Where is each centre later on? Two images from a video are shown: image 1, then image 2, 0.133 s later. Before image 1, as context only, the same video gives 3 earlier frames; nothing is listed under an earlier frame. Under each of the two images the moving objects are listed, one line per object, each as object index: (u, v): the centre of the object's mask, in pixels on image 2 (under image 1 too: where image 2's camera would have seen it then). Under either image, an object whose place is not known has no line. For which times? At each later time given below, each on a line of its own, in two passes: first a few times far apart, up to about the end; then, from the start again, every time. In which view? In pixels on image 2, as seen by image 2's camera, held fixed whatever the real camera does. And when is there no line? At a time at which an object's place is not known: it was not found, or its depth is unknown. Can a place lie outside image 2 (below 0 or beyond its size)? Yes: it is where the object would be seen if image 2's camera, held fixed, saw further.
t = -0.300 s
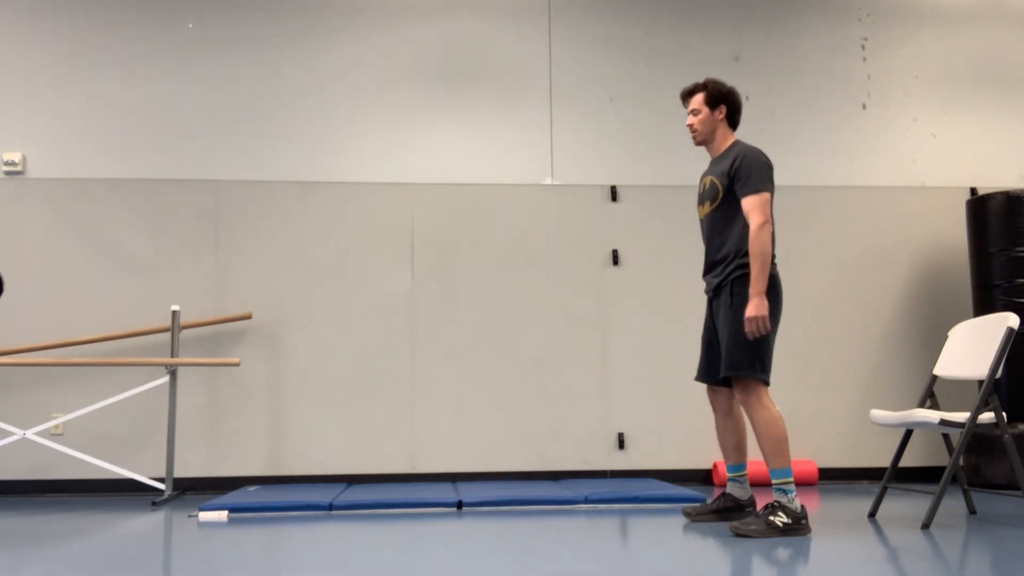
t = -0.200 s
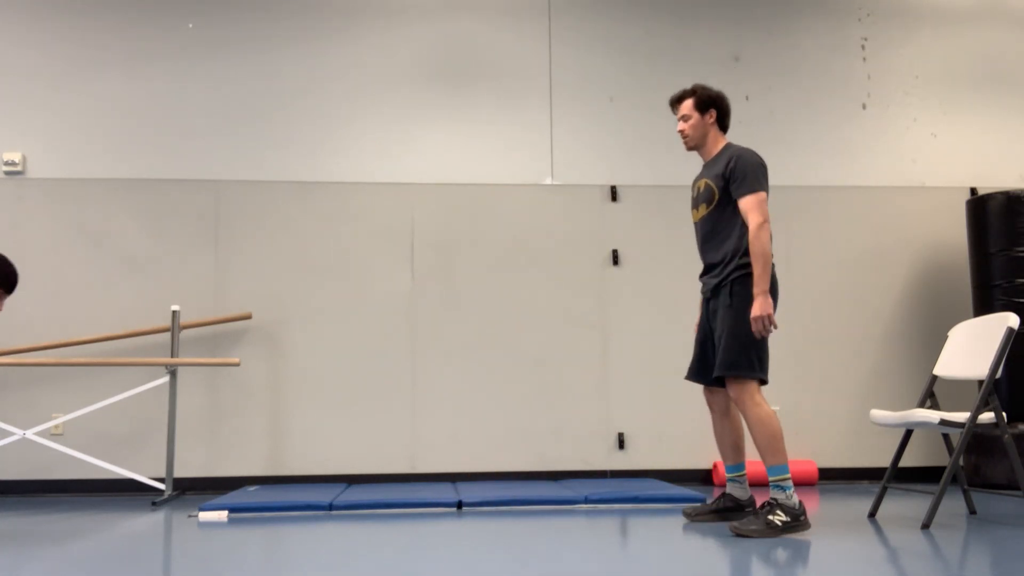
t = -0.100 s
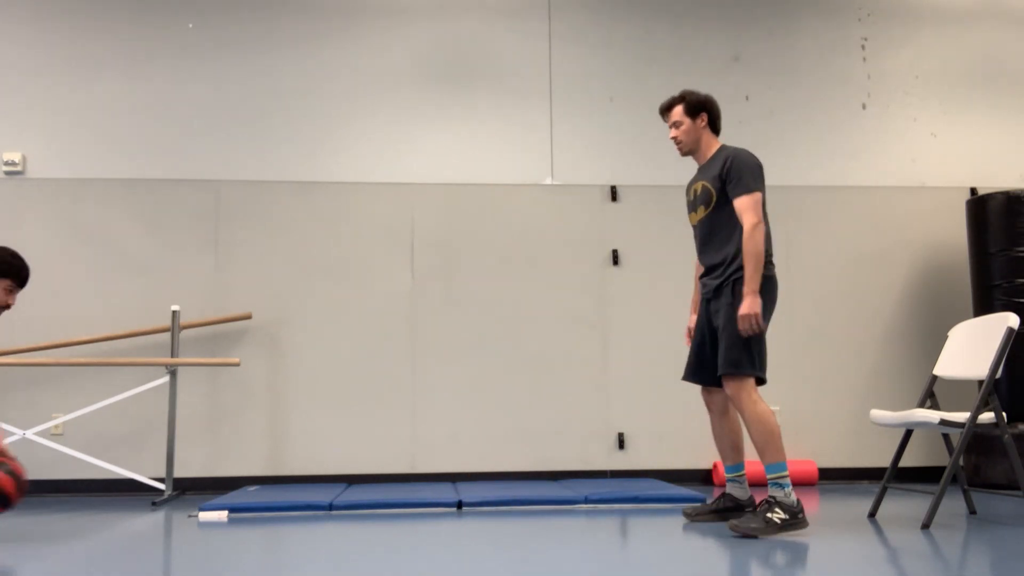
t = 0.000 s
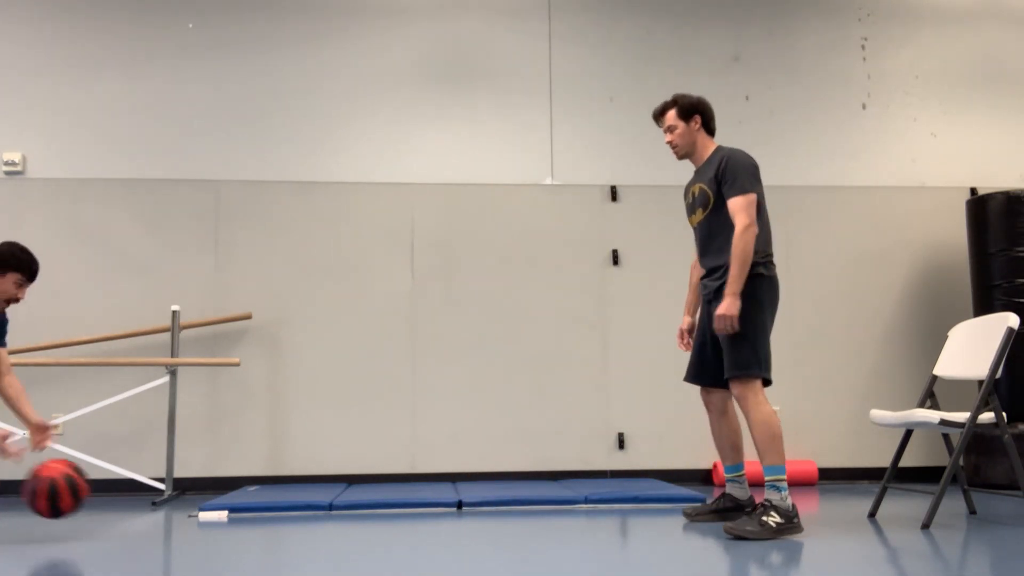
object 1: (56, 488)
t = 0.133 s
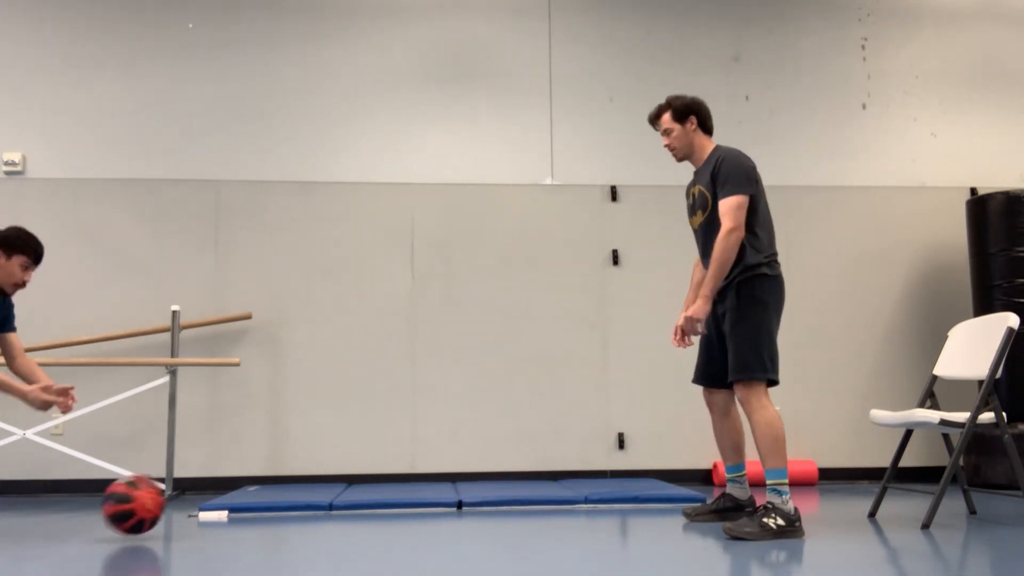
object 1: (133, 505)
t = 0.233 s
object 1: (179, 493)
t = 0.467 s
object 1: (283, 500)
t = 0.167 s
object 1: (149, 498)
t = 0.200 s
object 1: (164, 494)
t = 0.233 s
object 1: (179, 493)
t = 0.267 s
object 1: (194, 495)
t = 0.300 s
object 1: (209, 500)
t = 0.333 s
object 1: (223, 507)
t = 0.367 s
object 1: (239, 507)
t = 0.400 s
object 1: (254, 502)
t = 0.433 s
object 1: (268, 500)
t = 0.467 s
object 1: (283, 500)
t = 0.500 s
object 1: (298, 503)
